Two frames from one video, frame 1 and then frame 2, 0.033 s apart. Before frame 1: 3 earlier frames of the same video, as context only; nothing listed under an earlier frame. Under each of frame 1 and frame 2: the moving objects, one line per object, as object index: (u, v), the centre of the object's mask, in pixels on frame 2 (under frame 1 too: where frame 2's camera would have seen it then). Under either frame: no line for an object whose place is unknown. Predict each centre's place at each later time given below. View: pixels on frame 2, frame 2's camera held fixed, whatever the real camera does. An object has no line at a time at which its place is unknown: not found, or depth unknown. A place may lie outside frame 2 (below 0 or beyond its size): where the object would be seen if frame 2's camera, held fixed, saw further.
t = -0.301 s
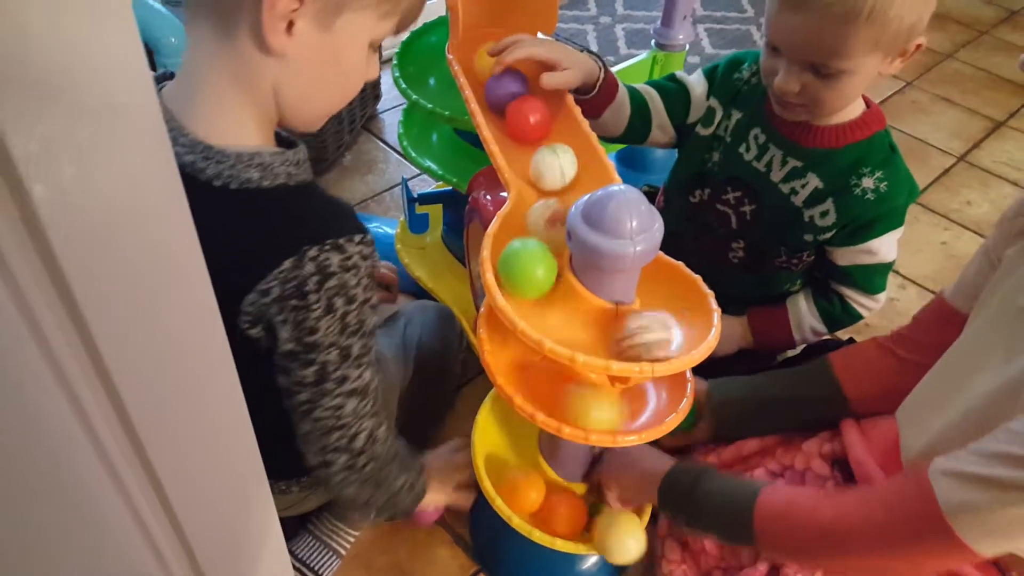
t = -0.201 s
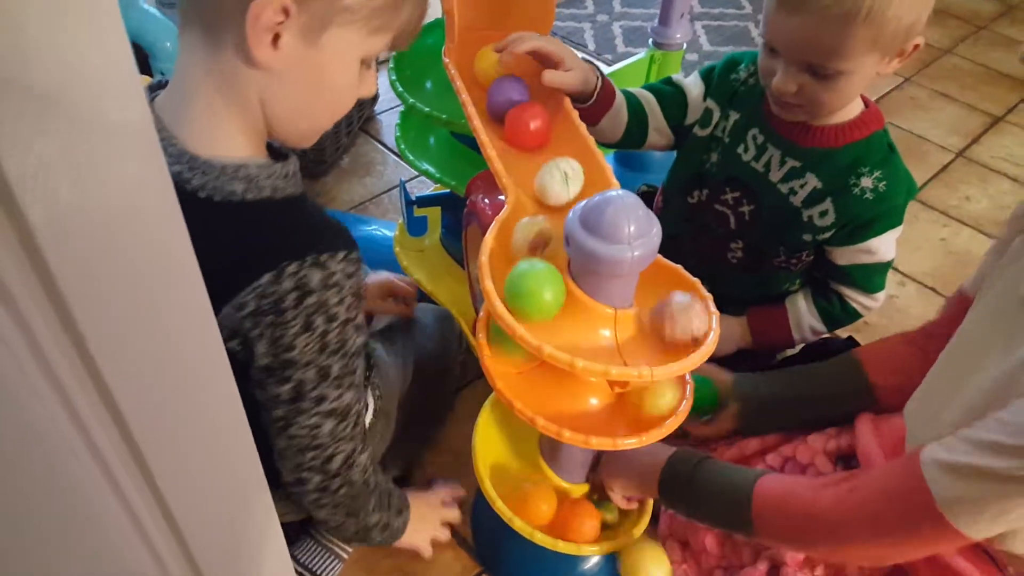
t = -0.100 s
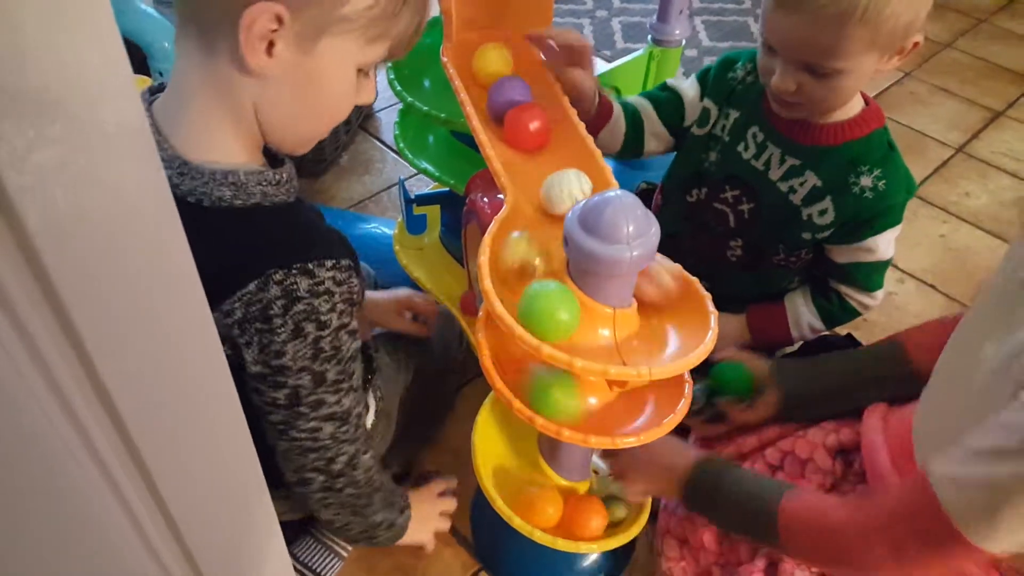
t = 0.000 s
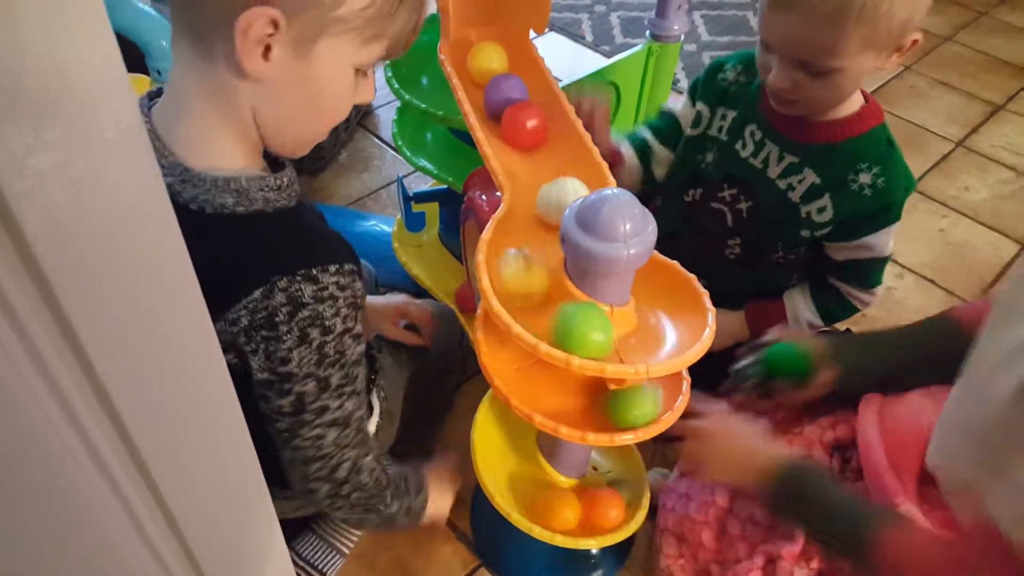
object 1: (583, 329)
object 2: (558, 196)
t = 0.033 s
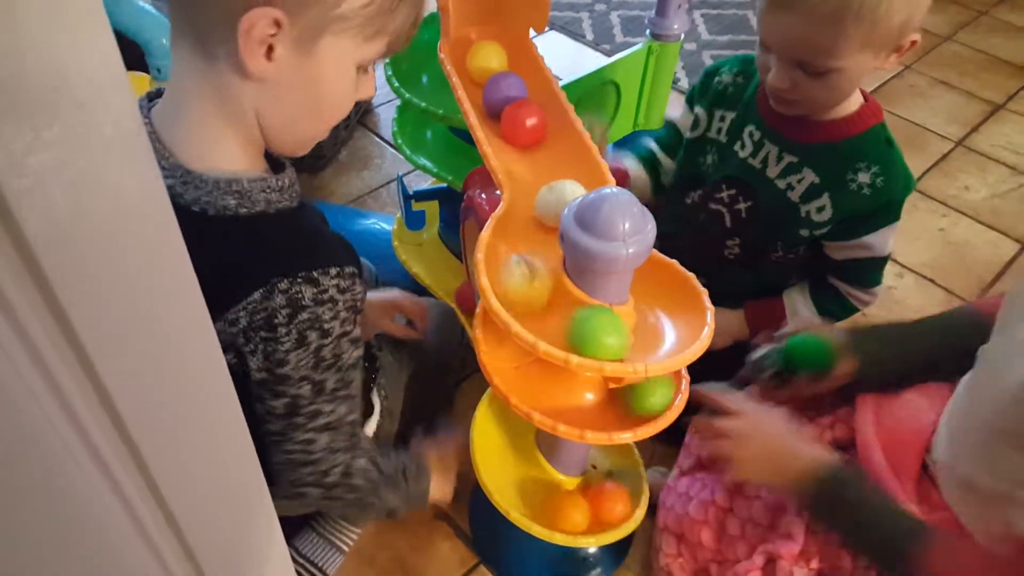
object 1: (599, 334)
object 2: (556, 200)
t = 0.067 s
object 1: (615, 335)
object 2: (554, 204)
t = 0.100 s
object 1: (632, 335)
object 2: (553, 208)
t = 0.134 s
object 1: (649, 334)
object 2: (552, 212)
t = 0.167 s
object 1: (663, 328)
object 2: (550, 216)
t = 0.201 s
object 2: (548, 220)
